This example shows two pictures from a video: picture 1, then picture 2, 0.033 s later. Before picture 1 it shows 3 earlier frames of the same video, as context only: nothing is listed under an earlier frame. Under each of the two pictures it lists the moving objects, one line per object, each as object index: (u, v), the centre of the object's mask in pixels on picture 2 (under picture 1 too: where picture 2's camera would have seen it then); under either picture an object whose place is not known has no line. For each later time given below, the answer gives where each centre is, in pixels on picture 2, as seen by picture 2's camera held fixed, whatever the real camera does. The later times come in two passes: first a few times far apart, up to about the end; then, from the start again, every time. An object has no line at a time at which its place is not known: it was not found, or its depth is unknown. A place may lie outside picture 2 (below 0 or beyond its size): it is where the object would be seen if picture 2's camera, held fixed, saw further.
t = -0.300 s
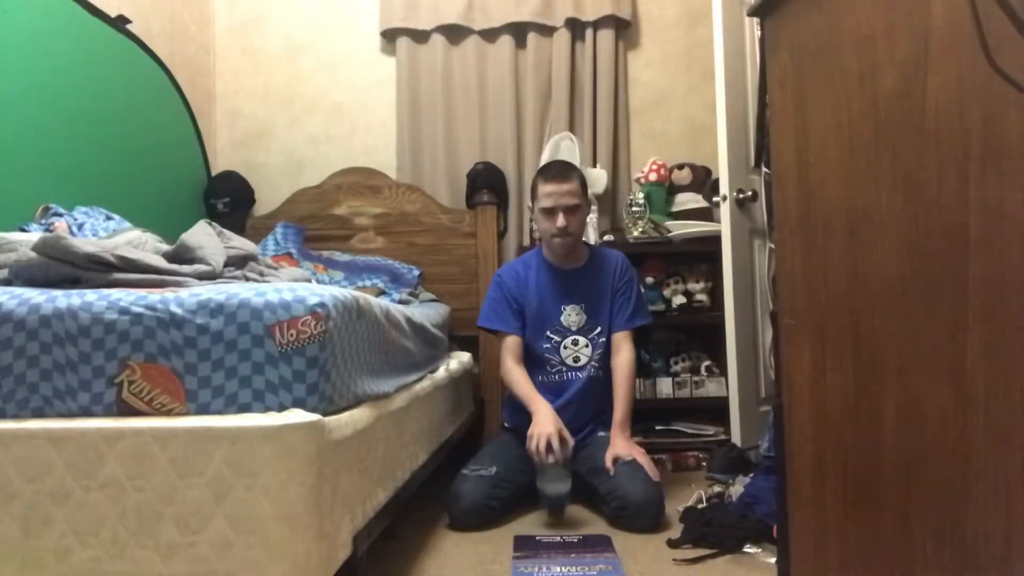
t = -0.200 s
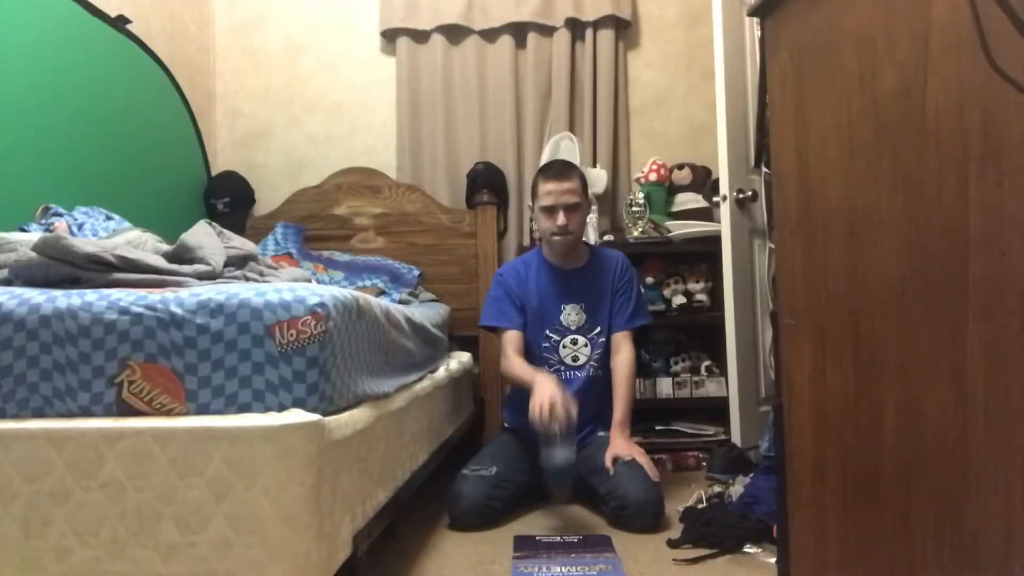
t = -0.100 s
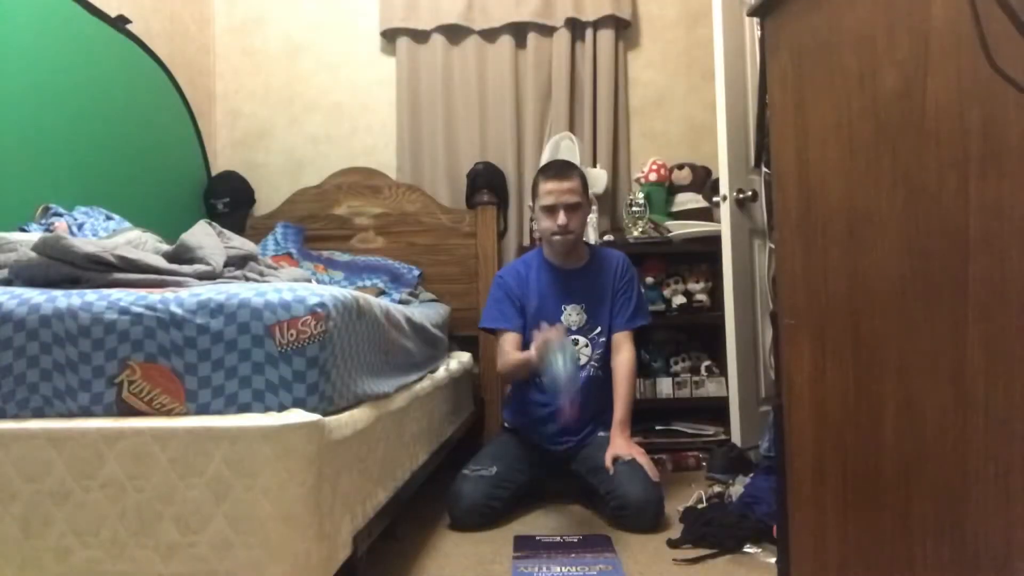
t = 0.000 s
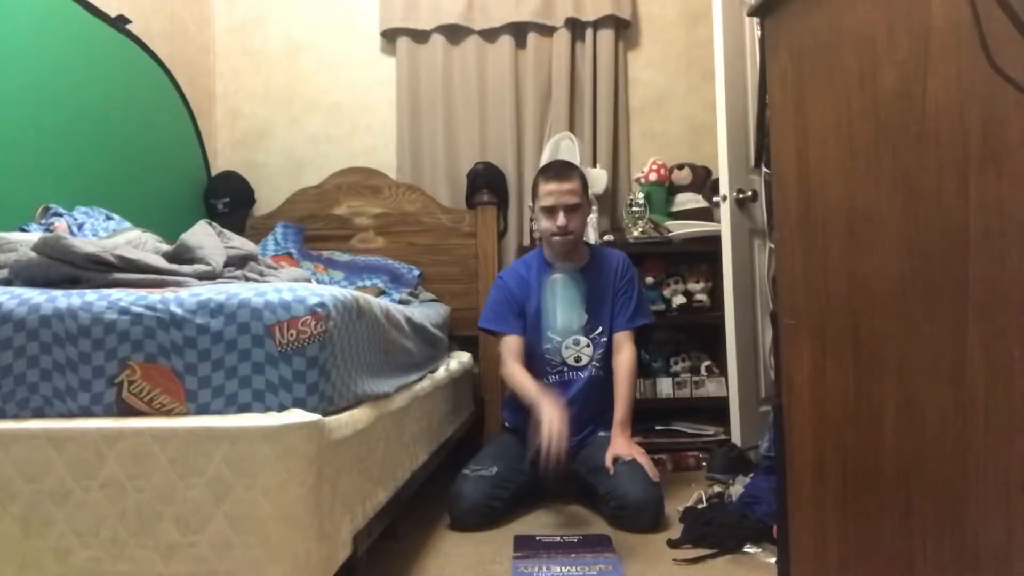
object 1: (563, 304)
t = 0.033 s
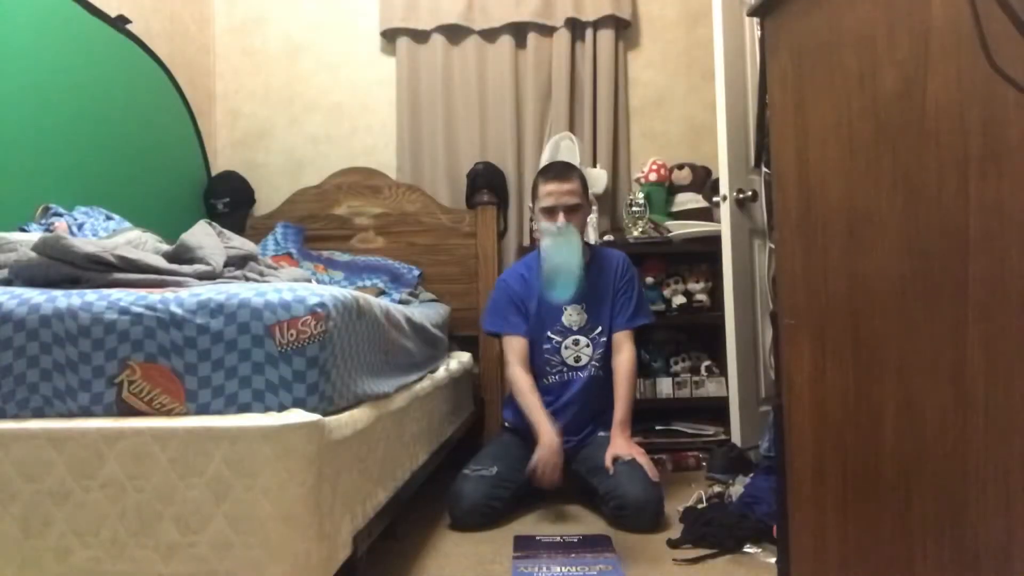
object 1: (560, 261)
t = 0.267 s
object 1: (554, 317)
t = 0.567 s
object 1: (556, 507)
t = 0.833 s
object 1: (560, 555)
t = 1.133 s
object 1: (560, 556)
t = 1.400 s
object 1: (558, 556)
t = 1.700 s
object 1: (558, 555)
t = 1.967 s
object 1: (557, 555)
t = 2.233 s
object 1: (557, 555)
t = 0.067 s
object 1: (558, 254)
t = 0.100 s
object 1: (557, 253)
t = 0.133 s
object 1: (555, 253)
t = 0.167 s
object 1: (555, 266)
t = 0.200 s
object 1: (554, 283)
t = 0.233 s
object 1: (555, 295)
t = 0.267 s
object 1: (554, 317)
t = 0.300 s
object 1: (556, 341)
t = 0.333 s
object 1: (557, 369)
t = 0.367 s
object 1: (561, 398)
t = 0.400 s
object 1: (558, 425)
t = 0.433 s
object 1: (558, 467)
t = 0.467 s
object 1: (556, 506)
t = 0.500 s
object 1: (556, 506)
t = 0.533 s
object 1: (556, 507)
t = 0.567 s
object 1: (556, 507)
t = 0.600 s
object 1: (555, 508)
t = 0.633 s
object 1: (556, 509)
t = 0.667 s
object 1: (556, 511)
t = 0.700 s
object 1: (558, 515)
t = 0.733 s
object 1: (559, 524)
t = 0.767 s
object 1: (563, 545)
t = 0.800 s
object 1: (562, 555)
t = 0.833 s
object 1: (560, 555)
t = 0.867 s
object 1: (559, 555)
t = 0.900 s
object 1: (559, 556)
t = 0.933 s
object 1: (560, 556)
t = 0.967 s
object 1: (560, 556)
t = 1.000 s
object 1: (560, 556)
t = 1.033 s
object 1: (560, 556)
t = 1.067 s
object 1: (560, 556)
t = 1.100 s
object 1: (560, 556)
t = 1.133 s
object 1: (560, 556)
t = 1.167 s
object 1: (559, 556)
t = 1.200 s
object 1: (559, 556)
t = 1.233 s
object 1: (559, 556)
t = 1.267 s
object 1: (559, 556)
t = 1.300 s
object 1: (559, 556)
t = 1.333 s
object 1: (558, 556)
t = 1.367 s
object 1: (558, 556)
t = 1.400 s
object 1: (558, 556)
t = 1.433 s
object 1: (558, 556)
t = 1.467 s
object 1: (558, 556)
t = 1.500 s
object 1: (558, 556)
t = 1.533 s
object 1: (558, 556)
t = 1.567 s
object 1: (558, 556)
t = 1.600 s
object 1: (558, 556)
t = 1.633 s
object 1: (558, 555)
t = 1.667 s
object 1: (558, 555)
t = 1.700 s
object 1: (558, 555)
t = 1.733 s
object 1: (558, 555)
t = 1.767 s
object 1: (558, 555)
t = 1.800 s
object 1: (558, 555)
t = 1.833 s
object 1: (558, 555)
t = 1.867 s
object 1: (558, 555)
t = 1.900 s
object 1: (558, 555)
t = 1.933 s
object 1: (558, 555)
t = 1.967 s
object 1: (557, 555)
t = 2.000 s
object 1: (557, 555)
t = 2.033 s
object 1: (557, 555)
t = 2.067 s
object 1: (557, 555)
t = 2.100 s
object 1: (557, 555)
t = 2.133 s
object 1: (557, 555)
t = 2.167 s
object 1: (557, 555)
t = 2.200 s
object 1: (557, 555)
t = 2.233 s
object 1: (557, 555)
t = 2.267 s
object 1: (557, 555)
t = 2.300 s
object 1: (557, 555)
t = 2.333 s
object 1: (557, 555)
